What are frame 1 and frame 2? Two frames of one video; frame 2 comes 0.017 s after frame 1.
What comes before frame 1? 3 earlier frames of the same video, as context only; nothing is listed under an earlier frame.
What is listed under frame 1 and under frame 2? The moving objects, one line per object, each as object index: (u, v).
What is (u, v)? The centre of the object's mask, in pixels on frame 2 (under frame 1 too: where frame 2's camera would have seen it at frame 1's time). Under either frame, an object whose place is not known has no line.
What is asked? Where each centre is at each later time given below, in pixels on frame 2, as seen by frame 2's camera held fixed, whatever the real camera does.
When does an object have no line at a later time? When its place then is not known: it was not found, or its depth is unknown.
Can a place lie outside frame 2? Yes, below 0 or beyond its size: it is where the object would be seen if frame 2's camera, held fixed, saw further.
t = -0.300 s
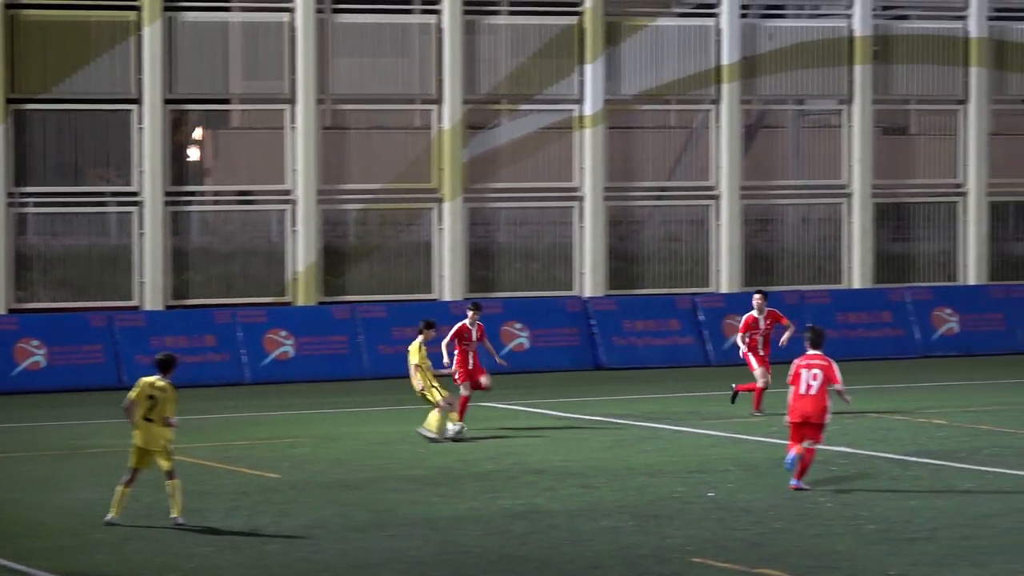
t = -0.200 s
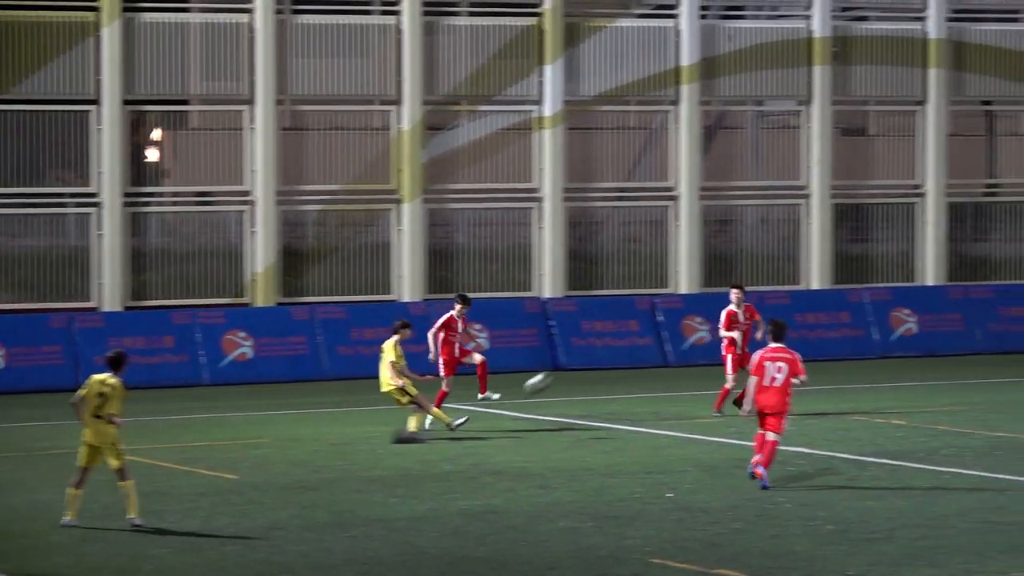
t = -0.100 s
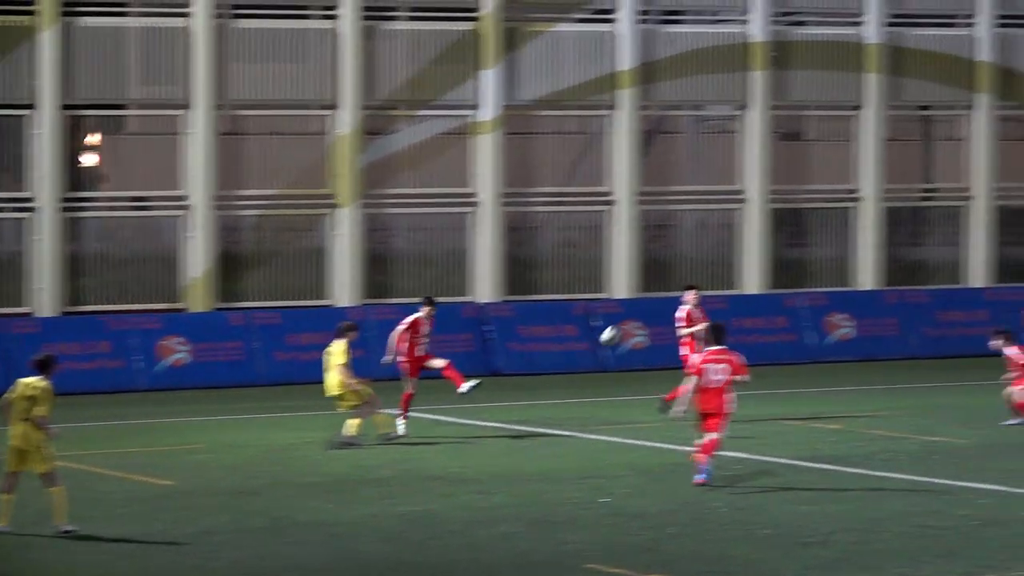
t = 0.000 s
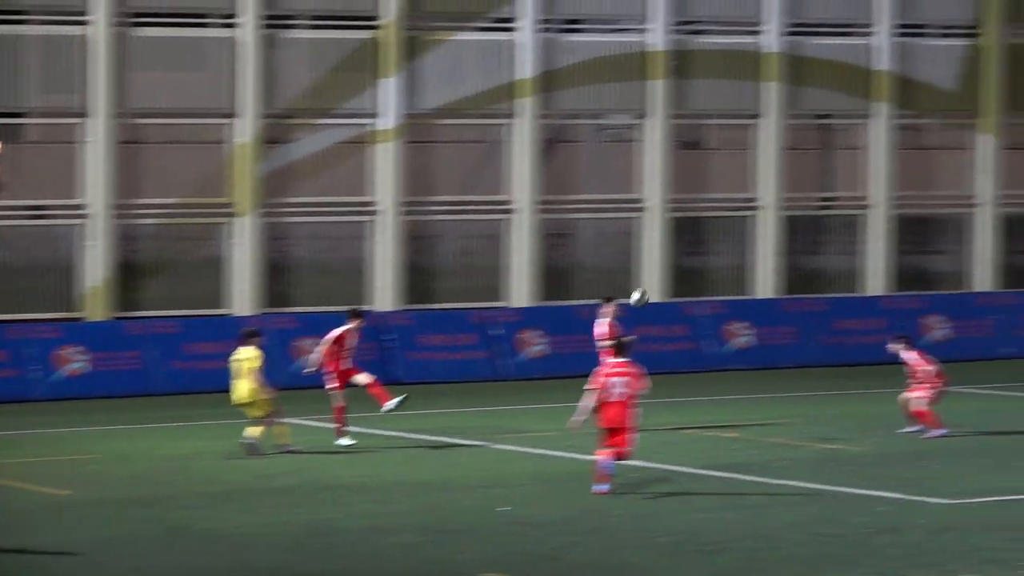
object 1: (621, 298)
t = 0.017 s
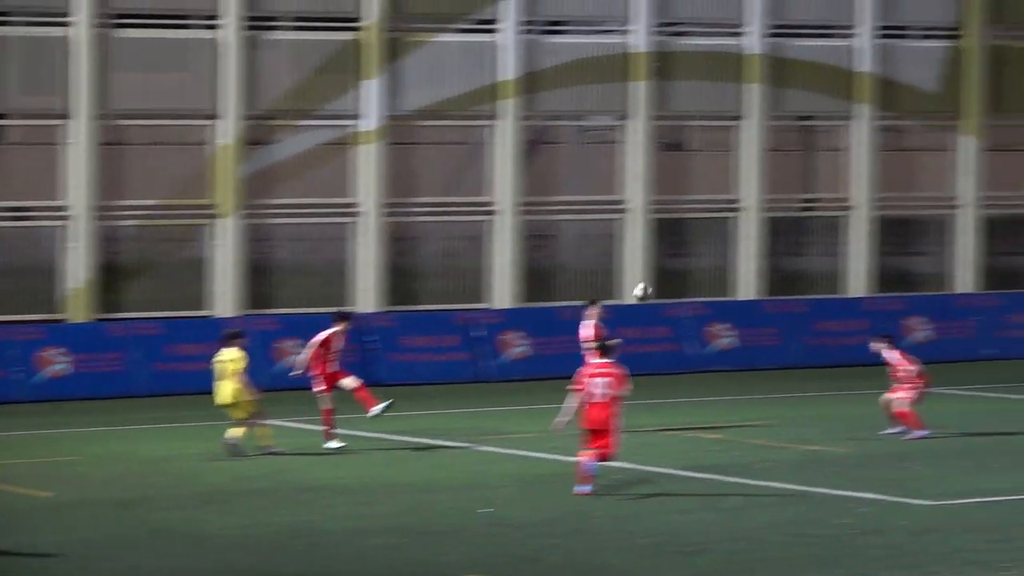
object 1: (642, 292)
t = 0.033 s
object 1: (662, 284)
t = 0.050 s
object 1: (681, 278)
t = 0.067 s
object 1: (701, 271)
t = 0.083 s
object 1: (720, 265)
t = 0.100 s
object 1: (740, 260)
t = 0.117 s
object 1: (760, 253)
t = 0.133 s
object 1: (779, 246)
